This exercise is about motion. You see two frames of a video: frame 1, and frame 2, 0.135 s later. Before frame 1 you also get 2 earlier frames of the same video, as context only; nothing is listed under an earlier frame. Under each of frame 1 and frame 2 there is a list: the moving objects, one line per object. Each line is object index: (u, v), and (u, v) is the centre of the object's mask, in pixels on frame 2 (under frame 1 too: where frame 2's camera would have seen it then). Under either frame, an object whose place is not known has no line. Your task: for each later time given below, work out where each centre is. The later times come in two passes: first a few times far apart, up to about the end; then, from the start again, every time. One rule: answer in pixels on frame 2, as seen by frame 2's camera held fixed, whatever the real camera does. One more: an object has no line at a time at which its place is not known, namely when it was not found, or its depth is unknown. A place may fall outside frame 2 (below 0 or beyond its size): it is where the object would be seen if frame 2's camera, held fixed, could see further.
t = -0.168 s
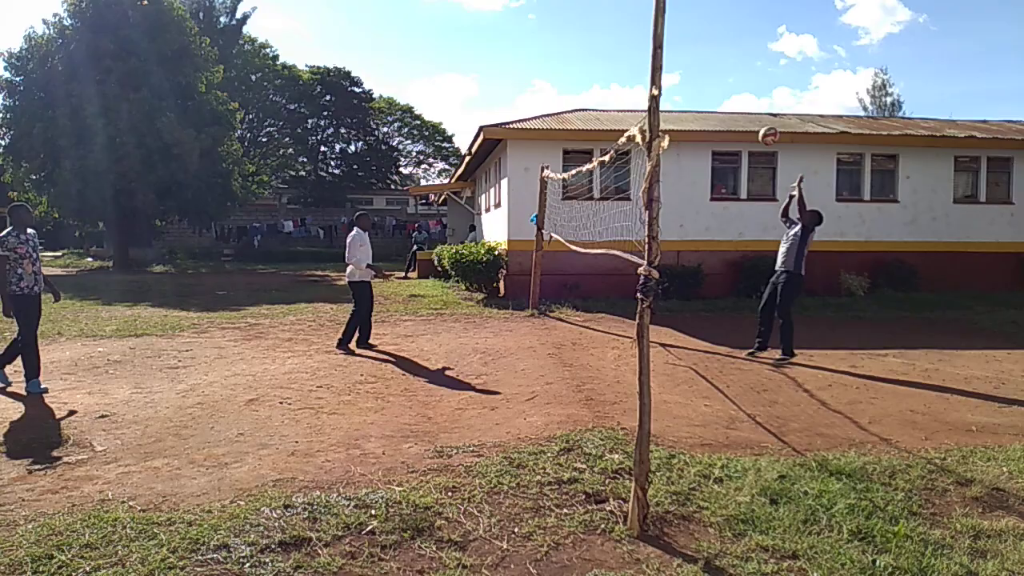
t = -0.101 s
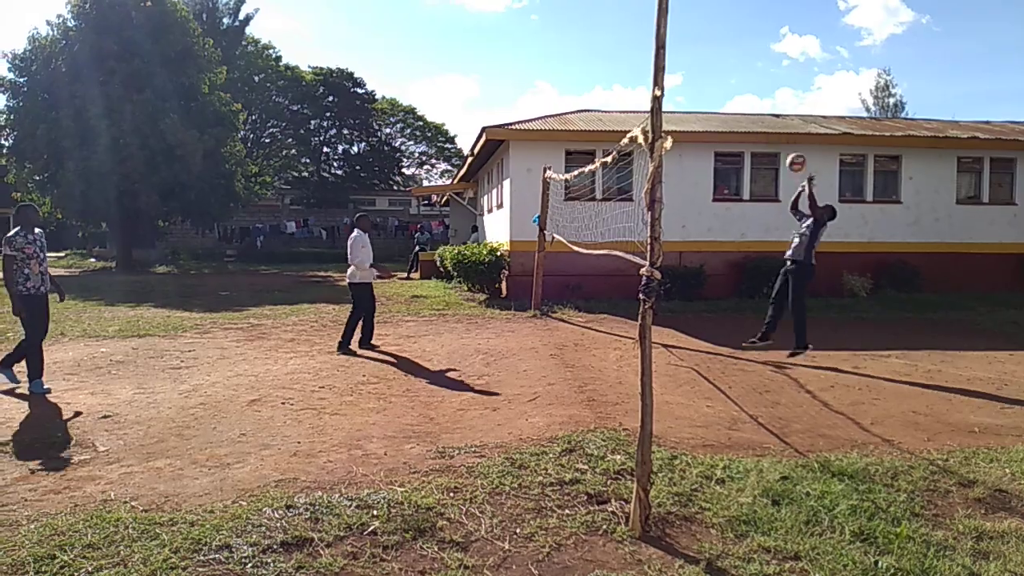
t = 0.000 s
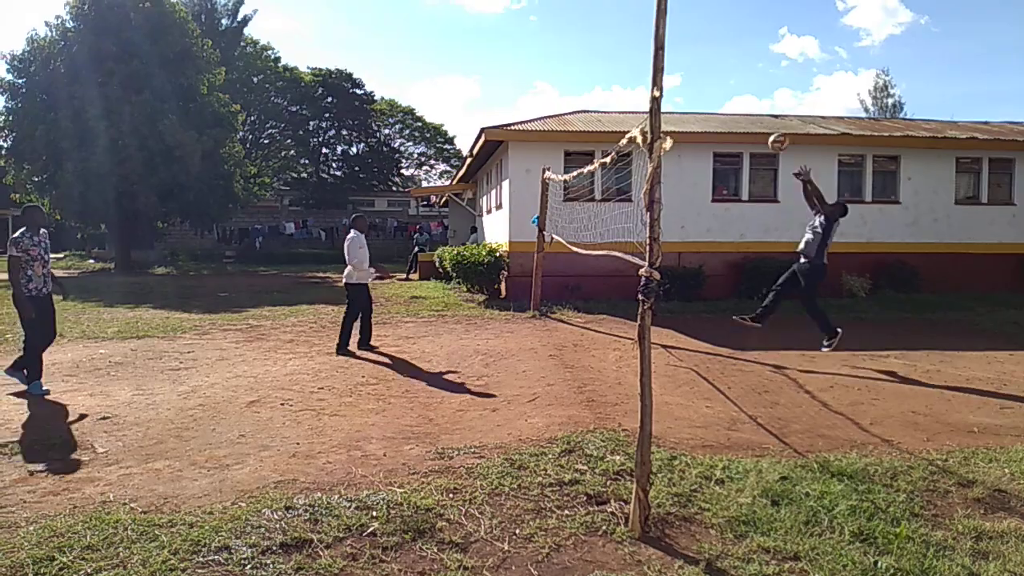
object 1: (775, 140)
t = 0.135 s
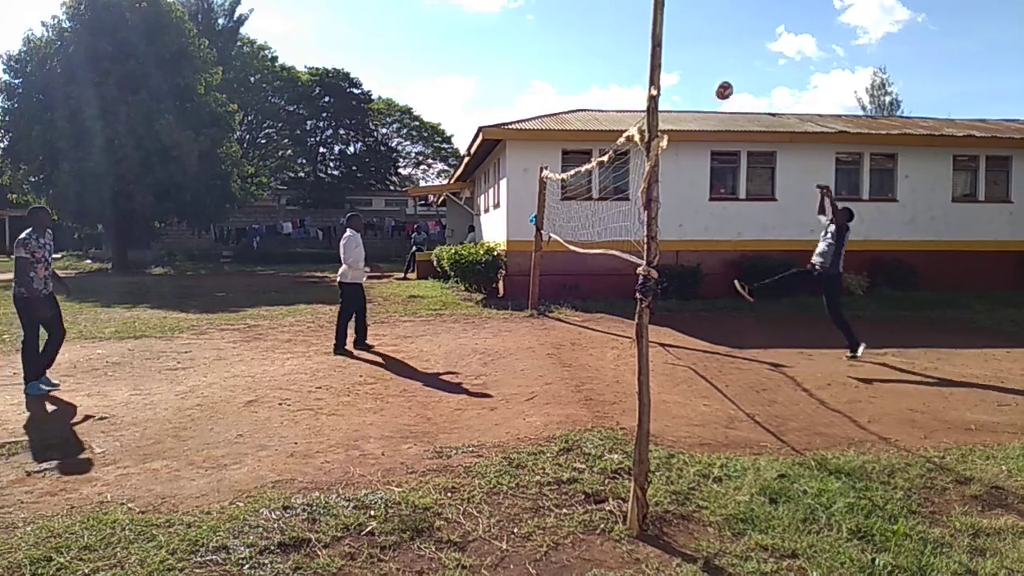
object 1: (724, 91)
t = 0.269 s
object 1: (674, 58)
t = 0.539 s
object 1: (576, 41)
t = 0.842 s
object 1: (478, 96)
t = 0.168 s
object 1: (711, 81)
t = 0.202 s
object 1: (699, 72)
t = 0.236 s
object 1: (686, 64)
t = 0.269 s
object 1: (674, 58)
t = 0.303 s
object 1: (665, 53)
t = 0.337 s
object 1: (645, 48)
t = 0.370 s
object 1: (636, 44)
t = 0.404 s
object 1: (624, 41)
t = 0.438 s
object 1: (612, 40)
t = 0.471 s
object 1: (600, 39)
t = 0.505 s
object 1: (588, 40)
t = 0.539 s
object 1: (576, 41)
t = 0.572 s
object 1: (565, 44)
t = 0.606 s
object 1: (554, 47)
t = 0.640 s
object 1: (542, 52)
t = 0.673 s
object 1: (531, 57)
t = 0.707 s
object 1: (520, 63)
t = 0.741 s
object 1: (509, 70)
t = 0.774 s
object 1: (499, 78)
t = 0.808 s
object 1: (488, 86)
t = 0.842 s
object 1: (478, 96)
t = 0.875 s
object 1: (467, 106)
